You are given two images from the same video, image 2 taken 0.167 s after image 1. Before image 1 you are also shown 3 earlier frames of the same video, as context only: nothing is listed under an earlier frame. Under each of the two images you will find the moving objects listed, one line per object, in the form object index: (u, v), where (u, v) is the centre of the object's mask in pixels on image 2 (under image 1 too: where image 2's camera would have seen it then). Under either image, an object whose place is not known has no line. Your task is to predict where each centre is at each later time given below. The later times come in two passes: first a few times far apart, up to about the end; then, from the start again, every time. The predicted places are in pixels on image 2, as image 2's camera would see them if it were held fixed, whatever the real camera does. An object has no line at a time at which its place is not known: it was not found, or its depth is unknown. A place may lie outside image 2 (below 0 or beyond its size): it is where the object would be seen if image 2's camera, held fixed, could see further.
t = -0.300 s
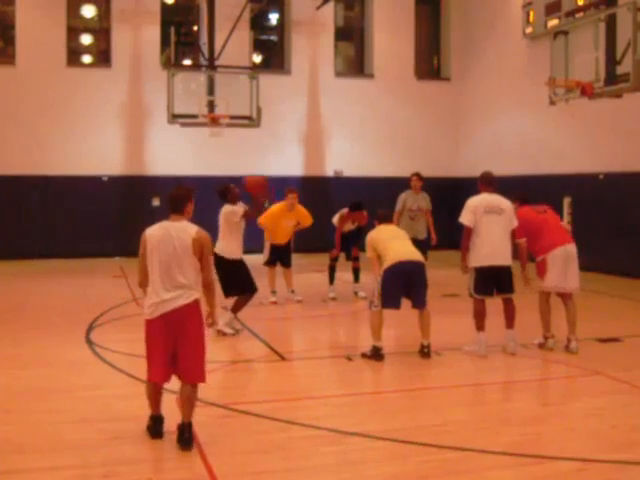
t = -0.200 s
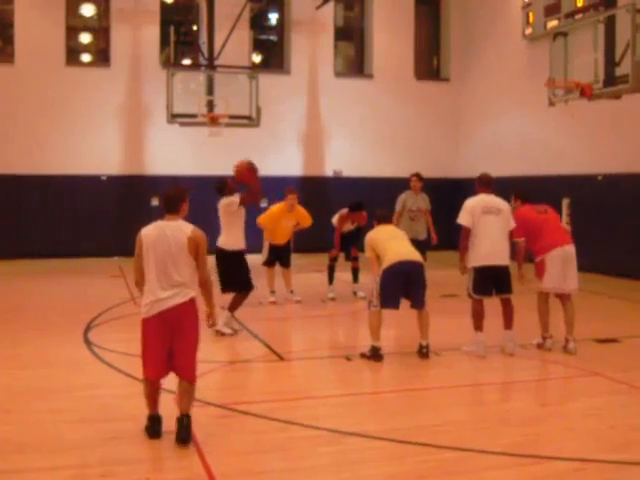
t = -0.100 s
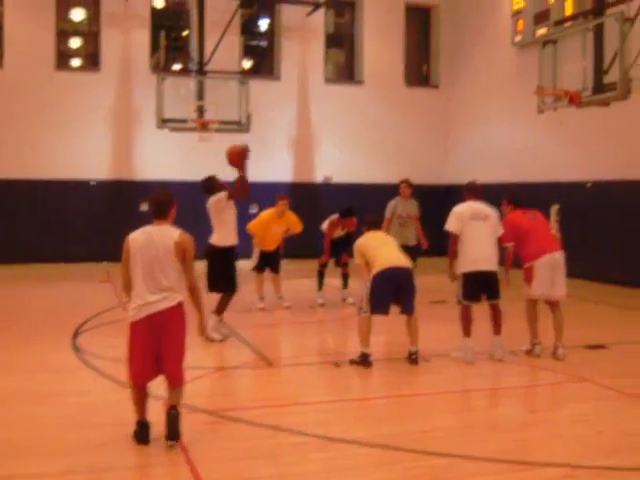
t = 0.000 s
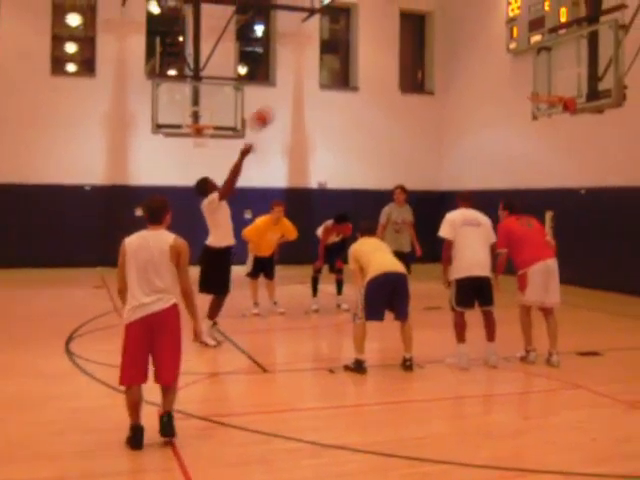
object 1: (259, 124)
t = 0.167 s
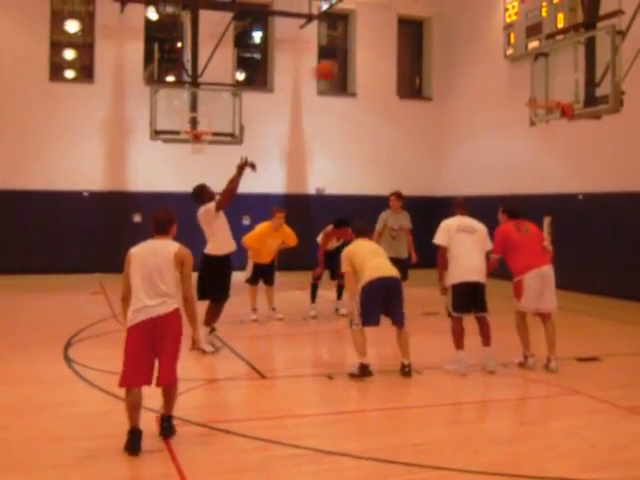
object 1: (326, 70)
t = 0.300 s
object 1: (373, 47)
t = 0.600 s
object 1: (469, 48)
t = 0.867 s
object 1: (549, 105)
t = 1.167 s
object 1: (562, 160)
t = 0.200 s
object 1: (338, 62)
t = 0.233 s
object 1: (347, 57)
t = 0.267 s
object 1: (360, 51)
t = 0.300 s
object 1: (373, 47)
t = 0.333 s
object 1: (384, 44)
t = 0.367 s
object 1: (396, 41)
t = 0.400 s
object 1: (408, 39)
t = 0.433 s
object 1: (416, 39)
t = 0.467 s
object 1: (427, 38)
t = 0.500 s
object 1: (439, 40)
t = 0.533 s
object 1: (450, 42)
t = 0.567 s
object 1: (460, 45)
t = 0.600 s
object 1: (469, 48)
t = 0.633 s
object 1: (481, 52)
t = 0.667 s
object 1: (490, 57)
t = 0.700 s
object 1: (500, 63)
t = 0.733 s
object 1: (509, 70)
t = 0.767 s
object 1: (519, 77)
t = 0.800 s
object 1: (528, 85)
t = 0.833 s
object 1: (536, 95)
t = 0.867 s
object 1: (549, 105)
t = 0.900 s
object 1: (554, 112)
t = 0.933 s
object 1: (558, 121)
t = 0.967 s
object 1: (560, 124)
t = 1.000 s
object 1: (561, 128)
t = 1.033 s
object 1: (561, 132)
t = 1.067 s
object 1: (561, 138)
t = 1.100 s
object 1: (561, 145)
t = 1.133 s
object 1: (561, 152)
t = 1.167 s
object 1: (562, 160)
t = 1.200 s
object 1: (561, 169)
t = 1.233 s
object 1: (561, 179)
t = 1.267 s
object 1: (561, 191)
